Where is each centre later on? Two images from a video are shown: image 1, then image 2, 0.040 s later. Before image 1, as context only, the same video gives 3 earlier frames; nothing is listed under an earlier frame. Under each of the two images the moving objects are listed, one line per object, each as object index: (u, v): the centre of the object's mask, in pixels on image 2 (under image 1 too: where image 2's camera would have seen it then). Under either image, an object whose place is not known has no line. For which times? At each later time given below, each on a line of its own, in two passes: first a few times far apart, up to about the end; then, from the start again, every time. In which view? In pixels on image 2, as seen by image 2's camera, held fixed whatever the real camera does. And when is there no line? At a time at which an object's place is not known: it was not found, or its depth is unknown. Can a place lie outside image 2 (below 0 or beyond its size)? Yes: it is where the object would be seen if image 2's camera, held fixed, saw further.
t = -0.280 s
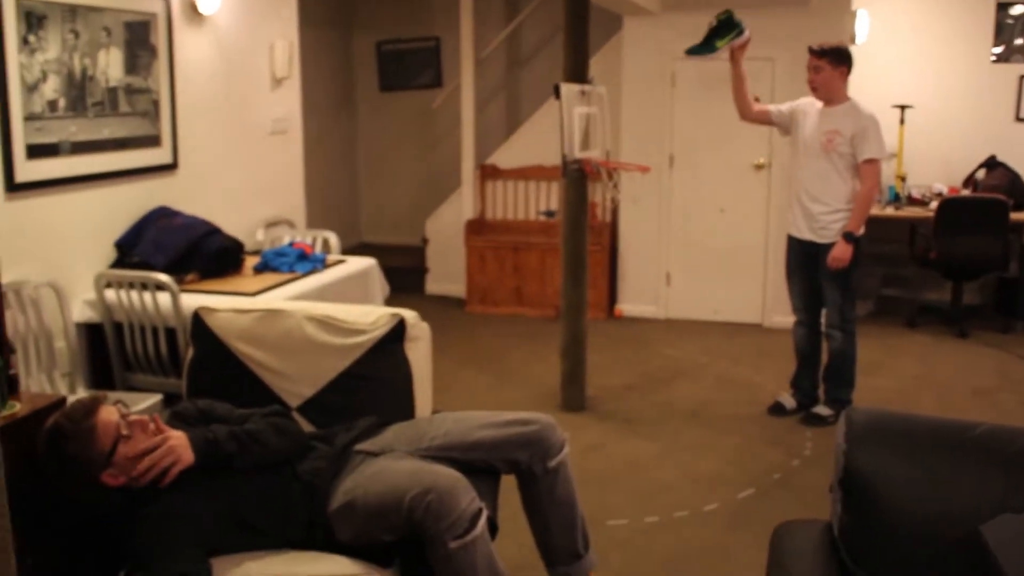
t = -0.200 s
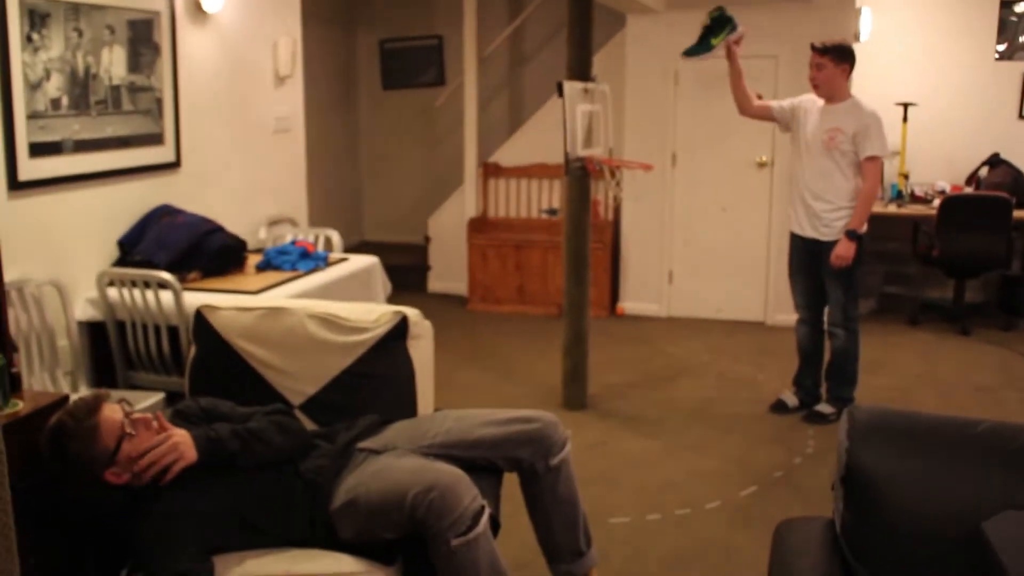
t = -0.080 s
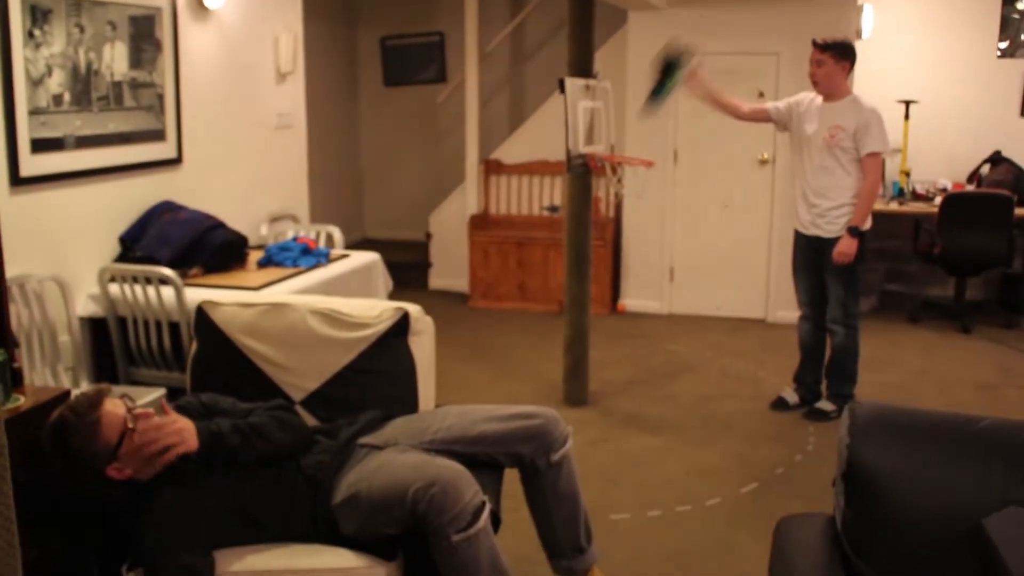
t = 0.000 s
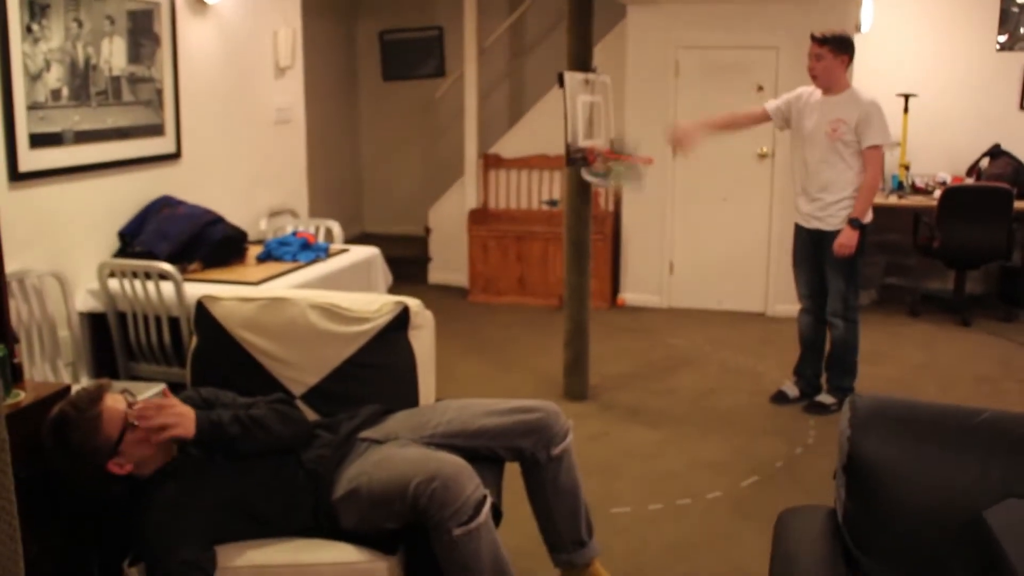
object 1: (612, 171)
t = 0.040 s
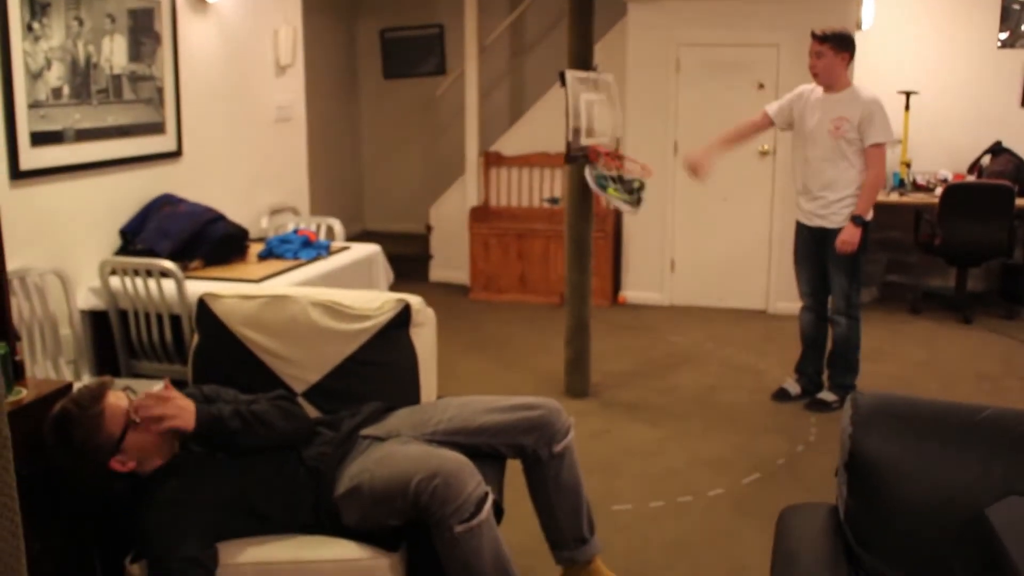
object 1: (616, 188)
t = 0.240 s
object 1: (649, 169)
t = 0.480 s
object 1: (631, 256)
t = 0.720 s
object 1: (625, 396)
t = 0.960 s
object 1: (668, 396)
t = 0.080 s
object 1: (617, 187)
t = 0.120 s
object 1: (624, 177)
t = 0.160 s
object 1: (635, 166)
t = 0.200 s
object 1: (646, 165)
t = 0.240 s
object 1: (649, 169)
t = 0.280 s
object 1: (649, 176)
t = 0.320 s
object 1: (649, 186)
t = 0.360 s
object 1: (645, 194)
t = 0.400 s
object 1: (639, 208)
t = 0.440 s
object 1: (635, 231)
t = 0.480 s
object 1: (631, 256)
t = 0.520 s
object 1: (629, 283)
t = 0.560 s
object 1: (627, 310)
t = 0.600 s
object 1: (624, 338)
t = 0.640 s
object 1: (620, 375)
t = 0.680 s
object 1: (620, 404)
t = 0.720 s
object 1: (625, 396)
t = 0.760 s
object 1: (630, 390)
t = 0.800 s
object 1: (635, 384)
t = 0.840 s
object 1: (642, 381)
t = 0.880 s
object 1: (650, 382)
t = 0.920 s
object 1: (661, 388)
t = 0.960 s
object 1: (668, 396)
